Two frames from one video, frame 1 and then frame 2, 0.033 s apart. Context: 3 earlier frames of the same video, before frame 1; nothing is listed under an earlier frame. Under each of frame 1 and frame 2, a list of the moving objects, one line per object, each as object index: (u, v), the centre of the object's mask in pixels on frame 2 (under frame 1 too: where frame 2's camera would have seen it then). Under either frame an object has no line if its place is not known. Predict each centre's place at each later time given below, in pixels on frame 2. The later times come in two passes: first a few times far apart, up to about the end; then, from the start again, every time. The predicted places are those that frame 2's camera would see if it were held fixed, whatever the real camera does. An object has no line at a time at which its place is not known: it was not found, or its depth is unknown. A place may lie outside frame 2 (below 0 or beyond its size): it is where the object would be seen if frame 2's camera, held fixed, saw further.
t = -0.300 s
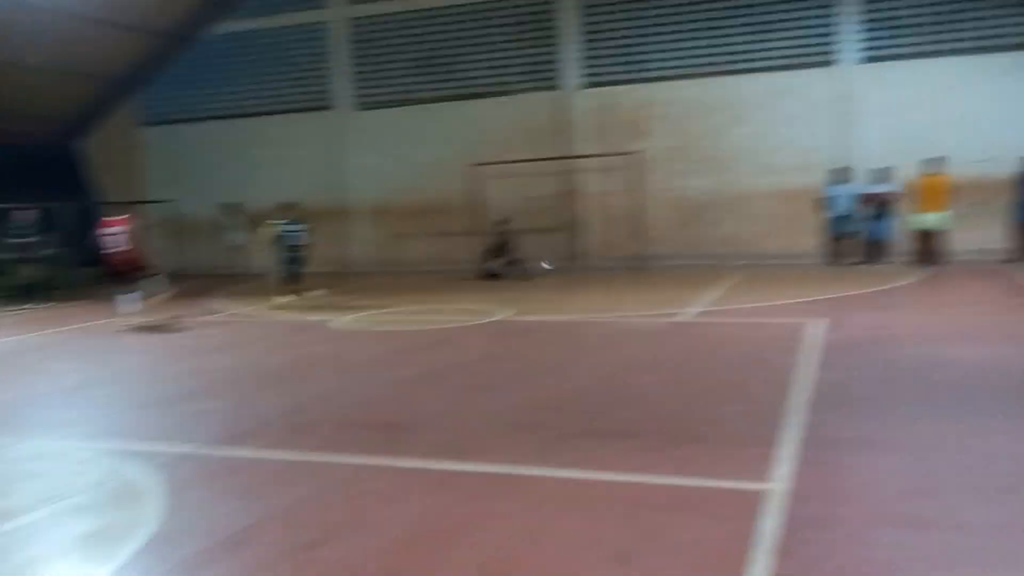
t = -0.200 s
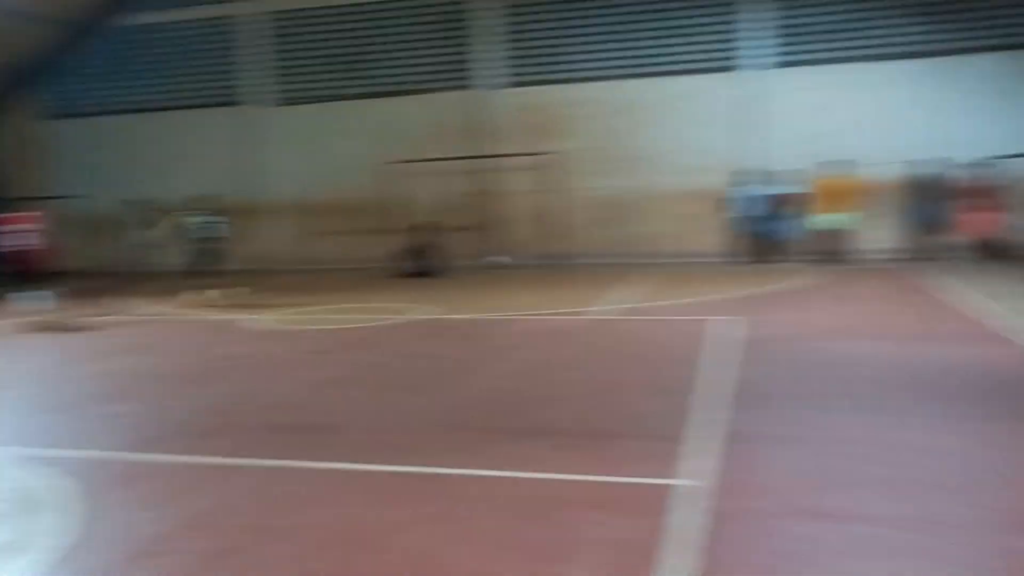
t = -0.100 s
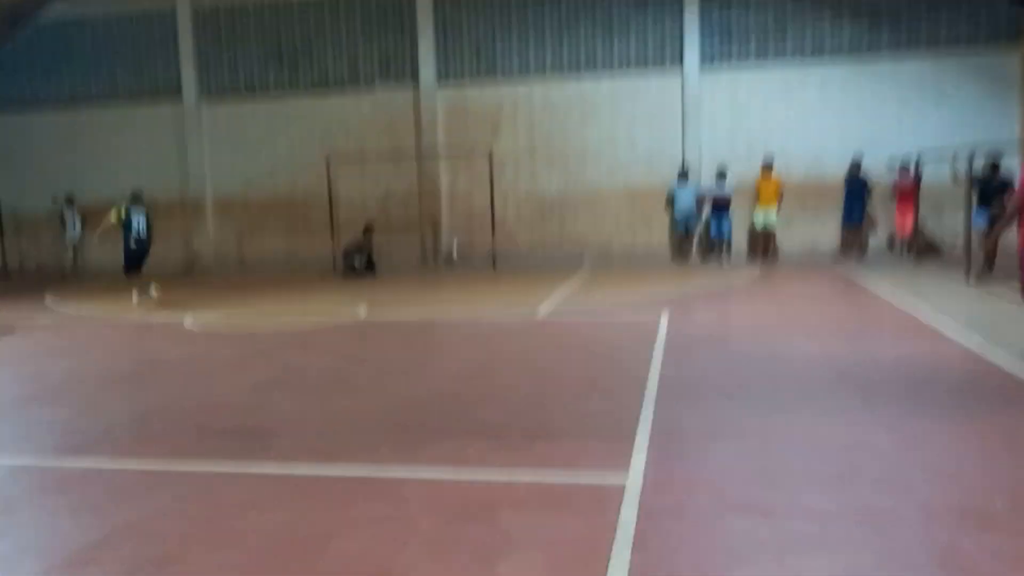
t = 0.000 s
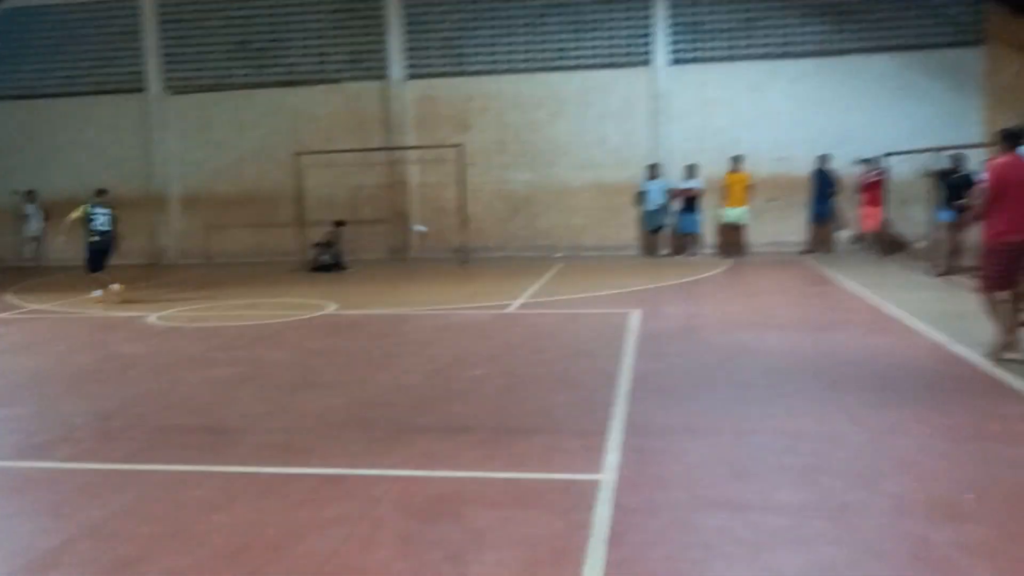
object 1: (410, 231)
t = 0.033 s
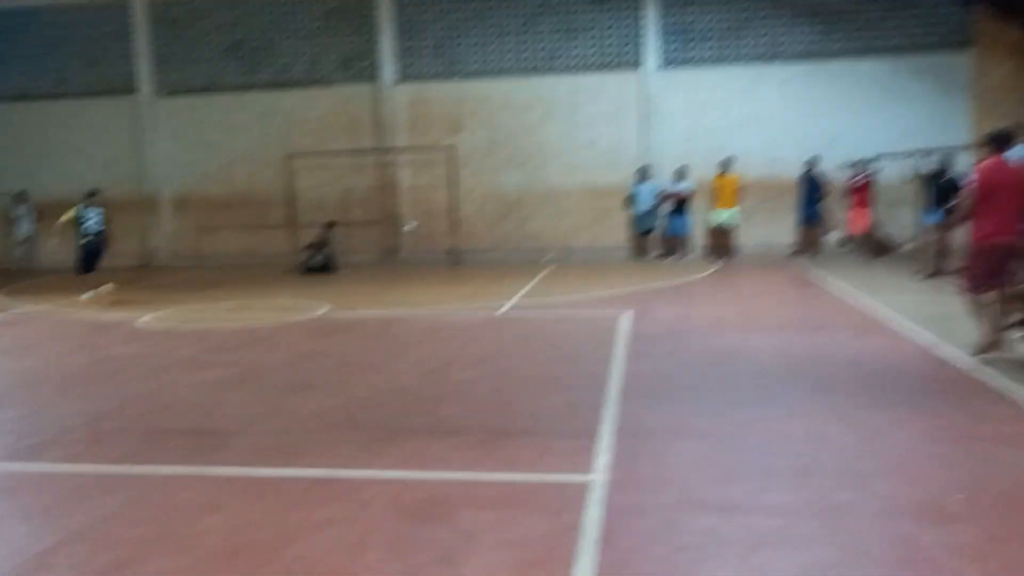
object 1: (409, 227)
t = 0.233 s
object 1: (403, 210)
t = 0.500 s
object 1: (393, 220)
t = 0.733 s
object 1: (380, 265)
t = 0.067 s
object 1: (408, 223)
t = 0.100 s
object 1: (407, 221)
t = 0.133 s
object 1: (406, 216)
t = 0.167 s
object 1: (404, 214)
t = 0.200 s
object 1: (403, 212)
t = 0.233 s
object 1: (403, 210)
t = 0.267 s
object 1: (401, 211)
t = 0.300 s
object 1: (400, 209)
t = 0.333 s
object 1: (398, 209)
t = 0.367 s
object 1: (397, 210)
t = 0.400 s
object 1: (395, 212)
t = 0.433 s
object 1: (394, 214)
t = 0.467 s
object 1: (393, 217)
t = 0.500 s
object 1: (393, 220)
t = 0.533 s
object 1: (390, 224)
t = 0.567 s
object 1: (389, 228)
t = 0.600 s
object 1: (387, 235)
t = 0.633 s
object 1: (386, 243)
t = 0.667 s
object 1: (383, 248)
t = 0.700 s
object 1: (381, 257)
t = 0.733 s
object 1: (380, 265)
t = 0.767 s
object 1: (382, 276)
